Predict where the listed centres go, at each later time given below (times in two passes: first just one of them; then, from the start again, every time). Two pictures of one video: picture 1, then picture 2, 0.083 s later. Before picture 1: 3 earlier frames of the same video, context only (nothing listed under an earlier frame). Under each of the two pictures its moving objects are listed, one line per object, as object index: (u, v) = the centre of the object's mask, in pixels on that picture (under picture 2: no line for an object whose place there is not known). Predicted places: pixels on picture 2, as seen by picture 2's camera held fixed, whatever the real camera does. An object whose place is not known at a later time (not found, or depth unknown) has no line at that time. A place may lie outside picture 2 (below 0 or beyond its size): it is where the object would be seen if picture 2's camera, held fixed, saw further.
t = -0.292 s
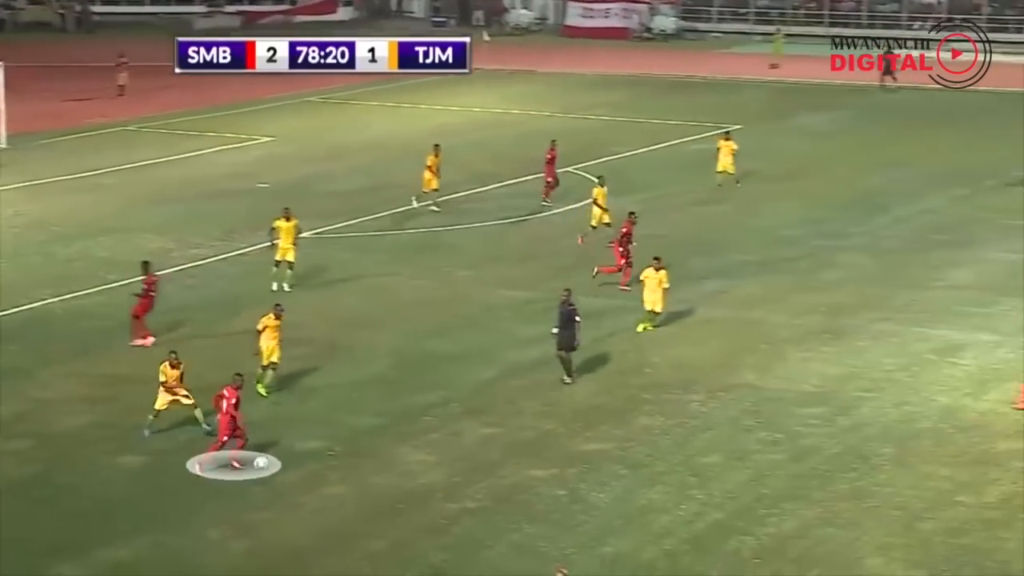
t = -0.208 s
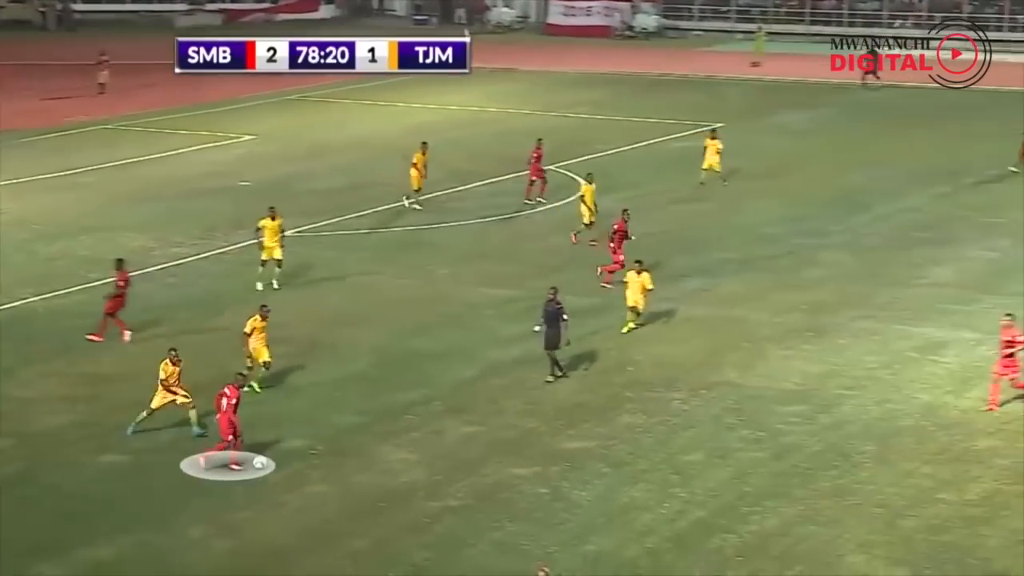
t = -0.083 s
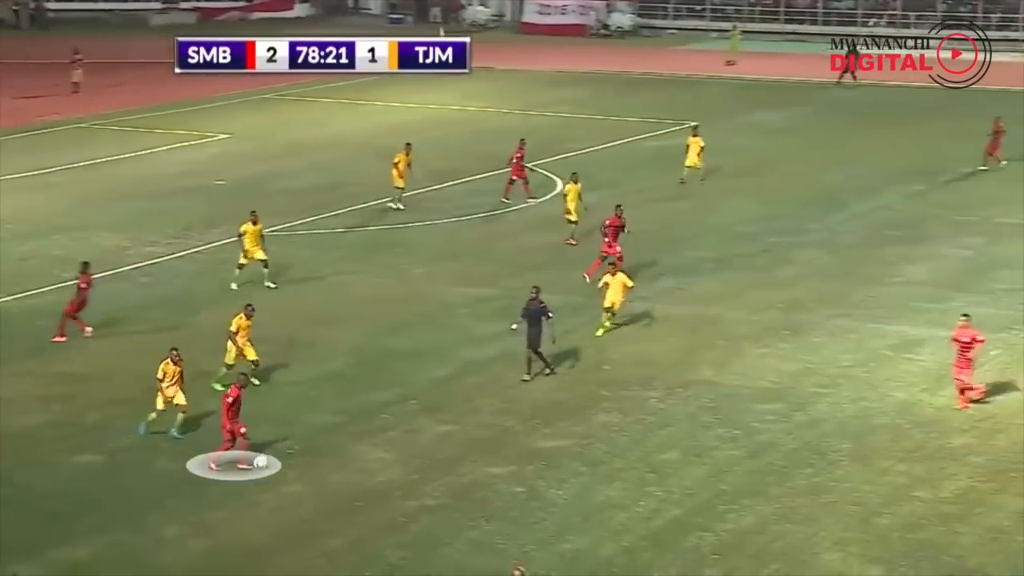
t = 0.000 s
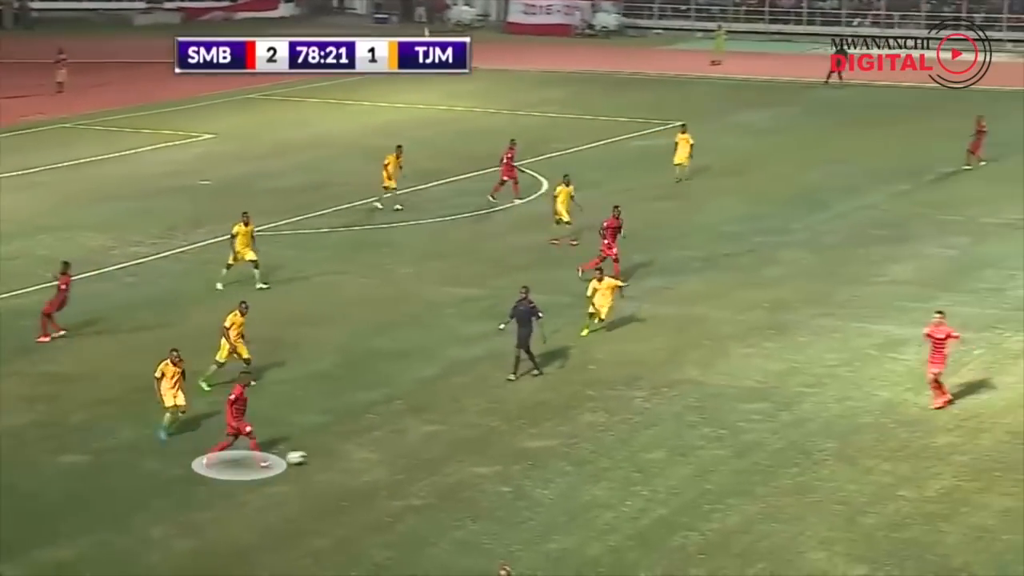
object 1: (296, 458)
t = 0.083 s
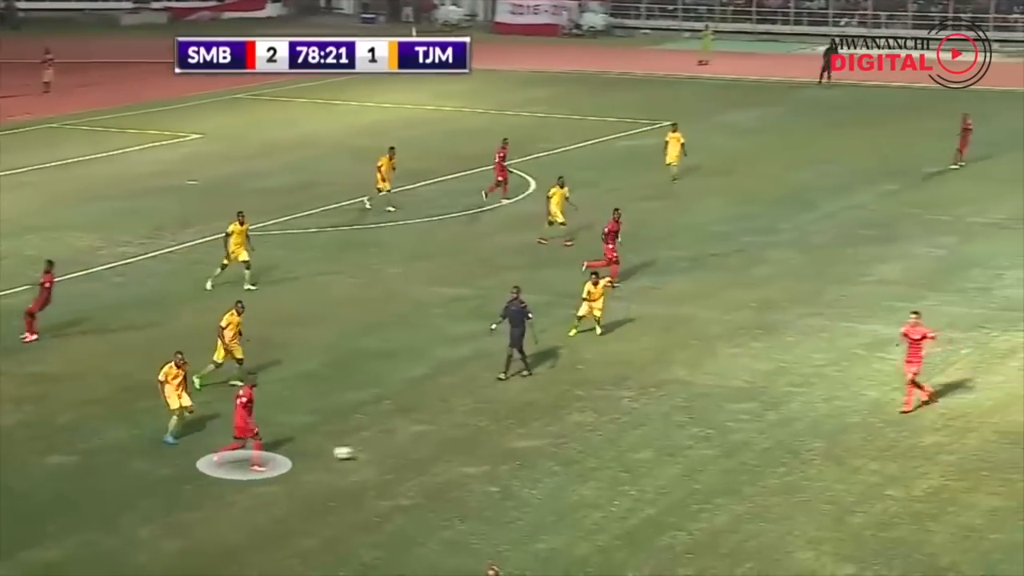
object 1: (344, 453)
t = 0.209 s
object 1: (427, 446)
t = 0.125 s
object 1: (374, 452)
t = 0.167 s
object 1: (400, 449)
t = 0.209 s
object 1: (427, 446)
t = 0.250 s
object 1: (452, 444)
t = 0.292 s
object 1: (477, 442)
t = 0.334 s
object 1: (501, 441)
